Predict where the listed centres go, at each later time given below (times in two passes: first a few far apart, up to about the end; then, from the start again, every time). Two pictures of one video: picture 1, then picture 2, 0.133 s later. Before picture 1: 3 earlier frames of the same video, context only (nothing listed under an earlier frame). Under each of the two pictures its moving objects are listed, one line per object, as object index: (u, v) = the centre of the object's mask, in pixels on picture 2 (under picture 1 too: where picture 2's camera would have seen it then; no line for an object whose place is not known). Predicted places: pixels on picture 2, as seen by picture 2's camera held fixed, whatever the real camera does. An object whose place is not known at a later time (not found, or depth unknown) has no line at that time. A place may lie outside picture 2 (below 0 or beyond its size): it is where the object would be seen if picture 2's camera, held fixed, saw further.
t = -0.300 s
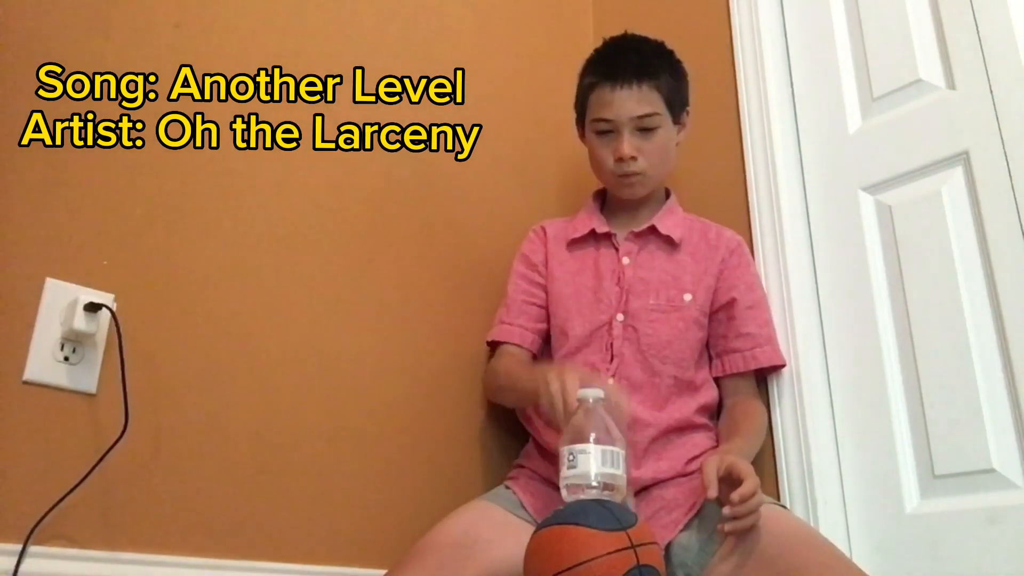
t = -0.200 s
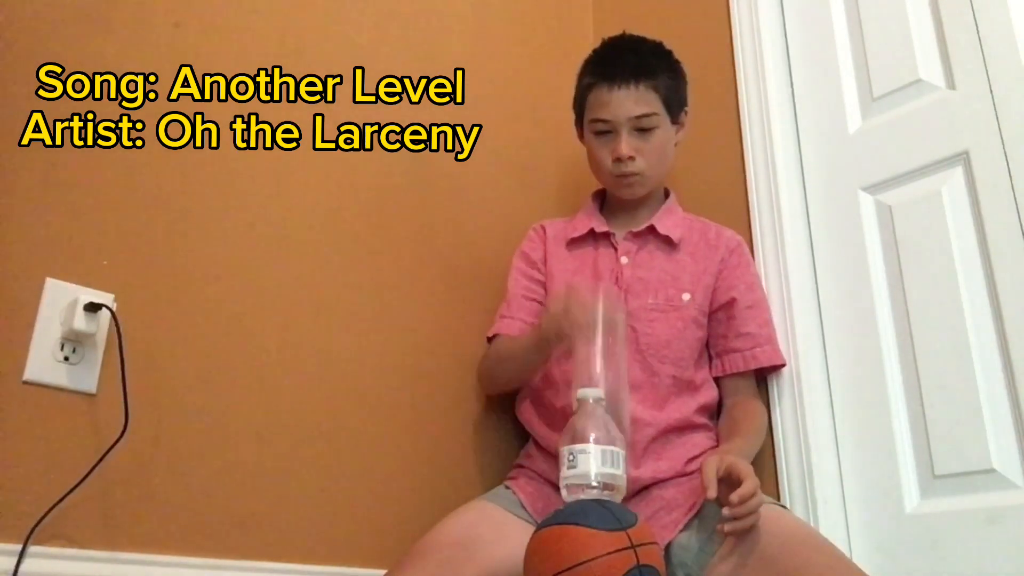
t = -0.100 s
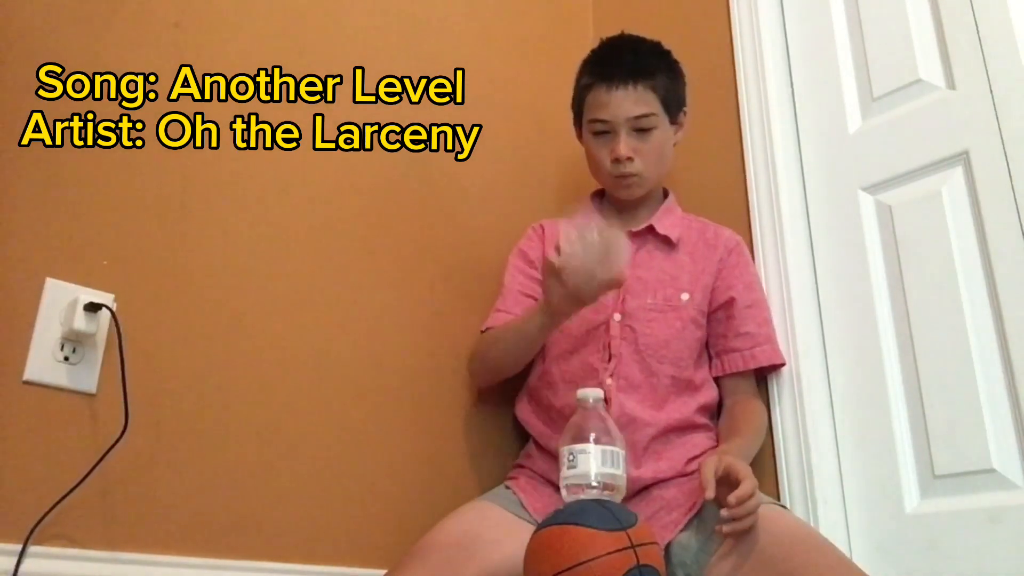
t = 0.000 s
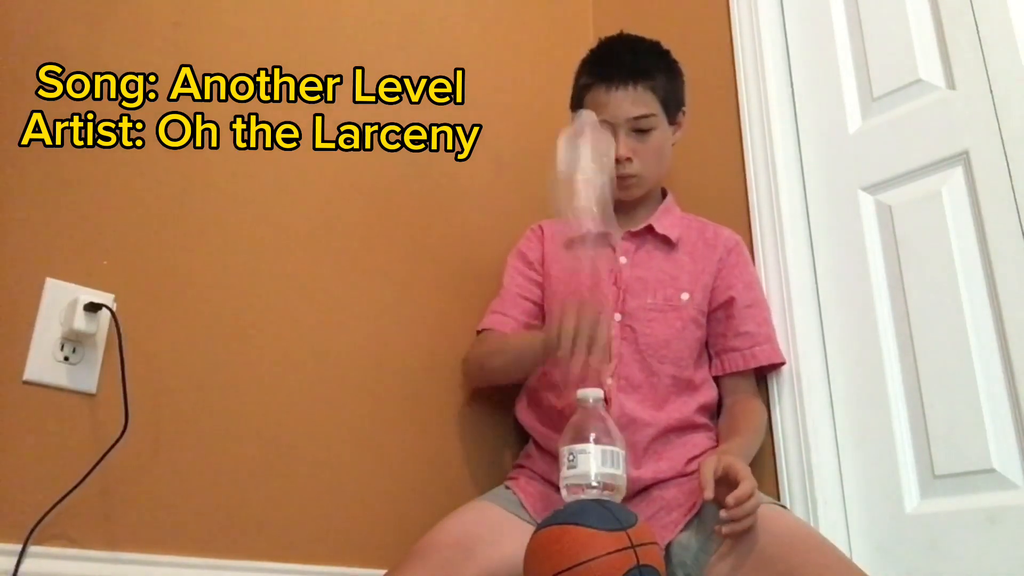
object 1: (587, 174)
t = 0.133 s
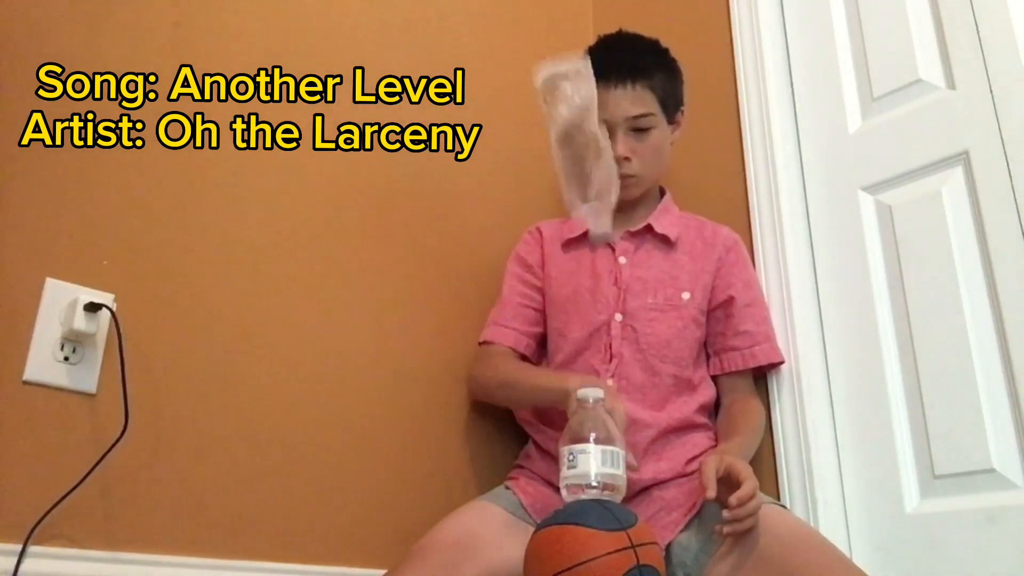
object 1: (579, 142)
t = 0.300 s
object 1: (583, 286)
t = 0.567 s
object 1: (585, 291)
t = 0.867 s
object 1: (589, 289)
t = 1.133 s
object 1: (589, 289)
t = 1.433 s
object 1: (588, 289)
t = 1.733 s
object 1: (589, 289)
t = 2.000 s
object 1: (589, 289)
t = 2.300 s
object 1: (588, 289)
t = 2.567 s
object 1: (589, 289)
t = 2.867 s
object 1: (588, 289)
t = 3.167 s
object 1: (588, 289)
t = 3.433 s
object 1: (588, 289)
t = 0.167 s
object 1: (580, 164)
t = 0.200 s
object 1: (581, 198)
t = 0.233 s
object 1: (581, 244)
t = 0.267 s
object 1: (583, 287)
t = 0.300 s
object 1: (583, 286)
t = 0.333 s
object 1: (583, 286)
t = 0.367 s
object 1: (584, 286)
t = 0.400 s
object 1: (585, 286)
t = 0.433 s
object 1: (584, 287)
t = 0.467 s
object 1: (585, 289)
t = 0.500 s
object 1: (585, 290)
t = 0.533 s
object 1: (585, 290)
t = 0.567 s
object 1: (585, 291)
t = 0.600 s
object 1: (586, 291)
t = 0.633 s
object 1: (588, 290)
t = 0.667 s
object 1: (590, 289)
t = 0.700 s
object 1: (591, 289)
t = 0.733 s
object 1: (592, 288)
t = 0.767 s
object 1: (592, 288)
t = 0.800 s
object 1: (591, 289)
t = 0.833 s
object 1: (590, 289)
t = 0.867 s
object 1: (589, 289)
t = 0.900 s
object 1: (588, 290)
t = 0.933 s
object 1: (588, 290)
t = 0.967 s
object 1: (587, 290)
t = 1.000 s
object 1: (587, 290)
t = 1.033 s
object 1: (587, 290)
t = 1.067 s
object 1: (587, 289)
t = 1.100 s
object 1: (588, 289)
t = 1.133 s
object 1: (589, 289)
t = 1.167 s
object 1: (590, 289)
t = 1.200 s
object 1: (590, 289)
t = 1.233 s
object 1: (590, 289)
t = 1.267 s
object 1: (590, 289)
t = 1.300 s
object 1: (590, 290)
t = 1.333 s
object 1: (589, 290)
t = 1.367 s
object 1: (589, 290)
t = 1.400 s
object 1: (588, 290)
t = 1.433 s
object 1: (588, 289)
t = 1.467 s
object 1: (588, 289)
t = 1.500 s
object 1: (588, 289)
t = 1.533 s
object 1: (588, 289)
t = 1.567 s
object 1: (588, 289)
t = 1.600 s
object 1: (588, 289)
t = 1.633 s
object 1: (589, 289)
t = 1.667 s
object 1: (589, 289)
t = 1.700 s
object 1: (589, 289)
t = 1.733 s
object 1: (589, 289)
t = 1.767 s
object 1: (589, 289)
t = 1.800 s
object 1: (589, 289)
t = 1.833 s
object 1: (589, 289)
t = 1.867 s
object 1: (589, 289)
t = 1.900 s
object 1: (588, 289)
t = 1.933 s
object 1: (588, 289)
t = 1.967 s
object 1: (589, 289)
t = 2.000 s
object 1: (589, 289)
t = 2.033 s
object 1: (589, 289)
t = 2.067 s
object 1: (589, 289)
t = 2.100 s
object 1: (589, 289)
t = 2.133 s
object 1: (589, 289)
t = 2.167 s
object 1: (589, 289)
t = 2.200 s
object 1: (589, 289)
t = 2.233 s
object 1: (589, 289)
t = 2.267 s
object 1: (589, 289)
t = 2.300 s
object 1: (588, 289)
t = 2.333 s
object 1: (588, 289)
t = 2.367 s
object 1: (588, 289)
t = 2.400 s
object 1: (588, 289)
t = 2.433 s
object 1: (588, 289)
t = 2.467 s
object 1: (588, 289)
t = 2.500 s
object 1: (588, 289)
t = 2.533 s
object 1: (588, 289)
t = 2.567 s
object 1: (589, 289)
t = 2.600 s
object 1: (589, 289)
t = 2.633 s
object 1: (589, 290)
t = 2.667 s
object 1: (589, 289)
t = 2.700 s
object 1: (589, 289)
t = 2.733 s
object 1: (589, 289)
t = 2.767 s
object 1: (589, 289)
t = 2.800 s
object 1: (588, 289)
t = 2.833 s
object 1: (588, 290)
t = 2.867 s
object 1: (588, 289)
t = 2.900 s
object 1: (588, 289)
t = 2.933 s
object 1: (589, 289)
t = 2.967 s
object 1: (589, 290)
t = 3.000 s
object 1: (589, 289)
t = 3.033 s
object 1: (589, 289)
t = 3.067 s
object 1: (589, 289)
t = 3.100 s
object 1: (589, 289)
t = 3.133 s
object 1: (589, 290)
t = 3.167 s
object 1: (588, 289)
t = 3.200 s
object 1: (588, 290)
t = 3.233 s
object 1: (588, 289)
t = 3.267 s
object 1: (588, 289)
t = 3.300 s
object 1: (588, 289)
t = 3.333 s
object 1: (588, 289)
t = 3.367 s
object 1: (588, 290)
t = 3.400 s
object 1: (588, 289)
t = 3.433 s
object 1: (588, 289)
